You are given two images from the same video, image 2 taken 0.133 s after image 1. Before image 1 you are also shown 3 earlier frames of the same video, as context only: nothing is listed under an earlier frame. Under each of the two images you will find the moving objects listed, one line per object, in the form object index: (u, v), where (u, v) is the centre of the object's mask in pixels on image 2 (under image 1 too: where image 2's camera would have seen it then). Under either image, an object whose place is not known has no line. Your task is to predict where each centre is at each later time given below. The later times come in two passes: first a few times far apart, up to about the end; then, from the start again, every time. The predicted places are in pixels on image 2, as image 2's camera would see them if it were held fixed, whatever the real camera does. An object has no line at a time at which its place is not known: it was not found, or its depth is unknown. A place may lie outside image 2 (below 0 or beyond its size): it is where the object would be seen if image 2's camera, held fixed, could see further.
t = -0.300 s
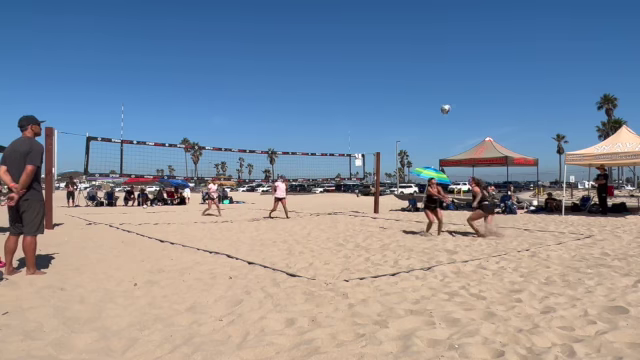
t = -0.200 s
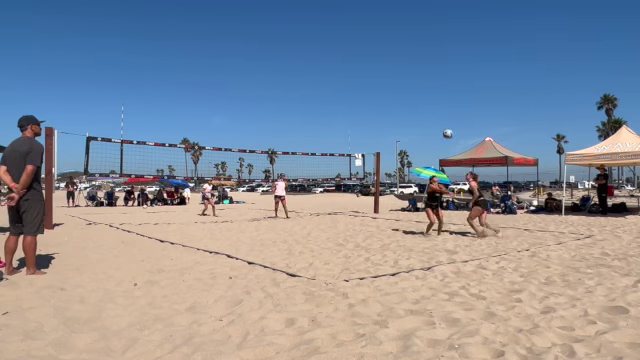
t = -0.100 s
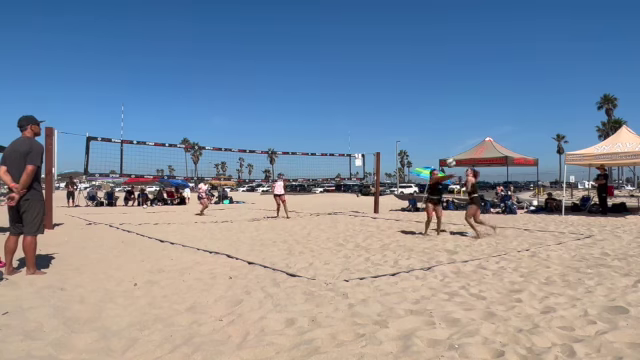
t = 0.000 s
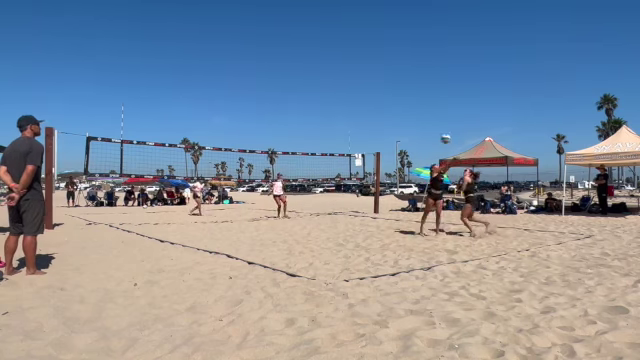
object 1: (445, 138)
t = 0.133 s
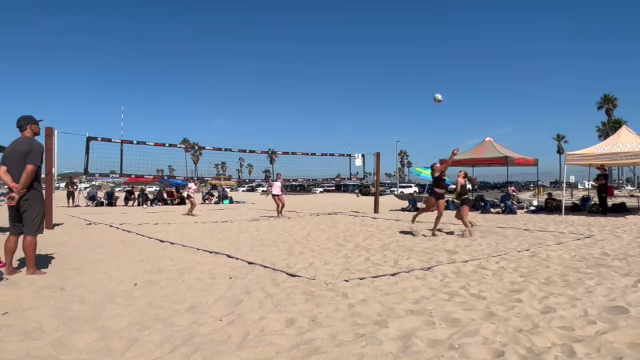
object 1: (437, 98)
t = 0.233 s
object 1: (433, 75)
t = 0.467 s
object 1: (426, 41)
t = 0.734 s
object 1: (420, 30)
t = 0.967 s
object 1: (417, 43)
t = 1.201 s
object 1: (416, 70)
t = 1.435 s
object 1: (417, 111)
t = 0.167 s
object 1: (436, 89)
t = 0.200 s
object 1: (434, 82)
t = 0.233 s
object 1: (433, 75)
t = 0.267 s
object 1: (432, 68)
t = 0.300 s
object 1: (431, 62)
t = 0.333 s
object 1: (429, 56)
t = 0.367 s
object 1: (428, 52)
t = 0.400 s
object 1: (428, 48)
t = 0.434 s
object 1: (427, 44)
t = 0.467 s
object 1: (426, 41)
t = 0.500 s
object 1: (425, 38)
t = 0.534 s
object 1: (424, 36)
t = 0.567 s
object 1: (423, 34)
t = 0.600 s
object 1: (422, 32)
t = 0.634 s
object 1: (421, 31)
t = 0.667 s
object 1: (421, 31)
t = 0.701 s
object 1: (420, 31)
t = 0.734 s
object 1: (420, 30)
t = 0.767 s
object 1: (420, 32)
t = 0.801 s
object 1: (419, 32)
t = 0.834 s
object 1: (419, 34)
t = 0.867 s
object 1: (419, 36)
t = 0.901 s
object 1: (418, 37)
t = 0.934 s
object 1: (418, 40)
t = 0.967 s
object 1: (417, 43)
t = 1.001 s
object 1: (416, 46)
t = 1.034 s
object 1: (416, 49)
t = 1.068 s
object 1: (416, 53)
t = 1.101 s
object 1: (416, 57)
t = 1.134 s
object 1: (416, 60)
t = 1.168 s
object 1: (416, 65)
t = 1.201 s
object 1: (416, 70)
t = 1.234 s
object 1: (416, 75)
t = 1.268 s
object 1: (416, 80)
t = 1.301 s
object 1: (416, 86)
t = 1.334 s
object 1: (416, 92)
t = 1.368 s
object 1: (416, 98)
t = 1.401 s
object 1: (416, 104)
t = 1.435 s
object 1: (417, 111)
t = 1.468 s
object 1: (417, 118)
